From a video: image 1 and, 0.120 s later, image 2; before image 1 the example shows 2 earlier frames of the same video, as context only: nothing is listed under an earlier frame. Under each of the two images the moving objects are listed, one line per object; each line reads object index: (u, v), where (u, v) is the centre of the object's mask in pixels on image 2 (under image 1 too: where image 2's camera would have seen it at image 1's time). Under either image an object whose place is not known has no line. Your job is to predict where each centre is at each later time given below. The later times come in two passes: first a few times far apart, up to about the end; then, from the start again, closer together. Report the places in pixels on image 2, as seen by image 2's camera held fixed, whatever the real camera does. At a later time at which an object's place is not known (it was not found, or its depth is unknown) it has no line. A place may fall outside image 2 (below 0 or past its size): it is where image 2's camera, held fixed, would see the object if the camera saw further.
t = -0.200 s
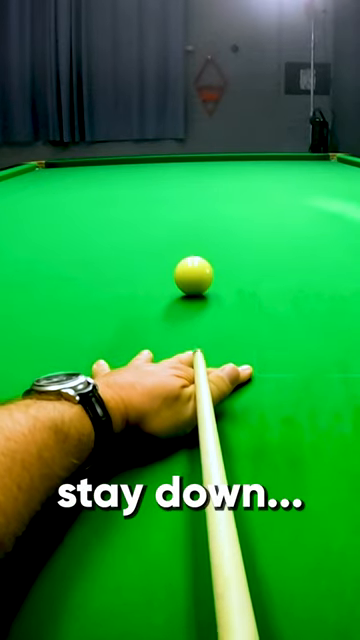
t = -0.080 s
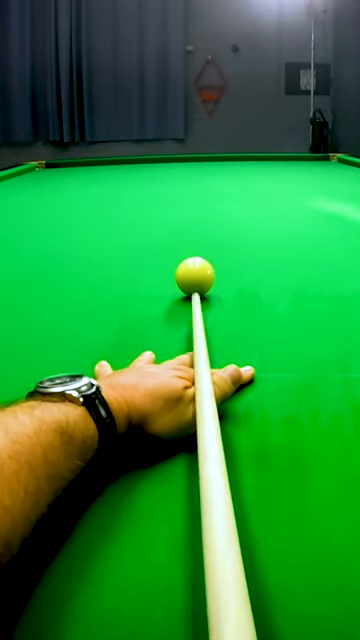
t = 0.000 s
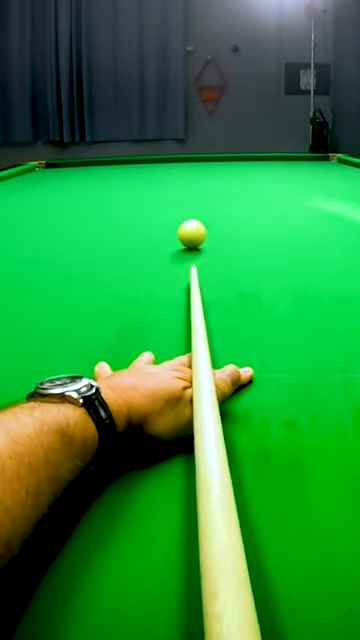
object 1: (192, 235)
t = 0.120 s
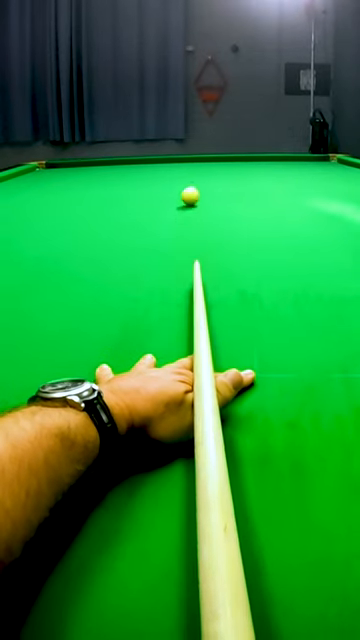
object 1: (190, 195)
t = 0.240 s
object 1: (189, 178)
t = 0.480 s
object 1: (188, 161)
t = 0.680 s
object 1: (189, 162)
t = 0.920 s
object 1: (189, 169)
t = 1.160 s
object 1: (191, 182)
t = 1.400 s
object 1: (195, 204)
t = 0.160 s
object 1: (189, 188)
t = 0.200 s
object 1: (189, 182)
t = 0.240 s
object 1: (189, 178)
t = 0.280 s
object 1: (189, 173)
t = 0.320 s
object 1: (189, 170)
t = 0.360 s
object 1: (189, 167)
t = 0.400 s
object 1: (188, 165)
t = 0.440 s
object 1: (188, 162)
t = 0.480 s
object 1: (188, 161)
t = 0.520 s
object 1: (188, 159)
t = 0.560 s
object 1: (188, 158)
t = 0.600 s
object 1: (188, 159)
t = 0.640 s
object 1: (188, 160)
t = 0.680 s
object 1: (189, 162)
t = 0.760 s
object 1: (189, 163)
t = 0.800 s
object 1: (189, 165)
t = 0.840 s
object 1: (189, 166)
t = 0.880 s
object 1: (189, 168)
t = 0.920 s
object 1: (189, 169)
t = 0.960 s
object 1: (190, 171)
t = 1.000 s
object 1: (190, 173)
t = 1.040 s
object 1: (191, 175)
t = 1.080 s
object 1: (191, 178)
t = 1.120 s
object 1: (191, 180)
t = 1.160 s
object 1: (191, 182)
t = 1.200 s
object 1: (192, 185)
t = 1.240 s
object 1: (192, 188)
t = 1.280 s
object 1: (193, 192)
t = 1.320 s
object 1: (193, 196)
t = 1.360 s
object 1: (194, 200)
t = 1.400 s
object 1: (195, 204)
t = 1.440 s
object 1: (196, 209)
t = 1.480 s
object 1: (196, 216)
